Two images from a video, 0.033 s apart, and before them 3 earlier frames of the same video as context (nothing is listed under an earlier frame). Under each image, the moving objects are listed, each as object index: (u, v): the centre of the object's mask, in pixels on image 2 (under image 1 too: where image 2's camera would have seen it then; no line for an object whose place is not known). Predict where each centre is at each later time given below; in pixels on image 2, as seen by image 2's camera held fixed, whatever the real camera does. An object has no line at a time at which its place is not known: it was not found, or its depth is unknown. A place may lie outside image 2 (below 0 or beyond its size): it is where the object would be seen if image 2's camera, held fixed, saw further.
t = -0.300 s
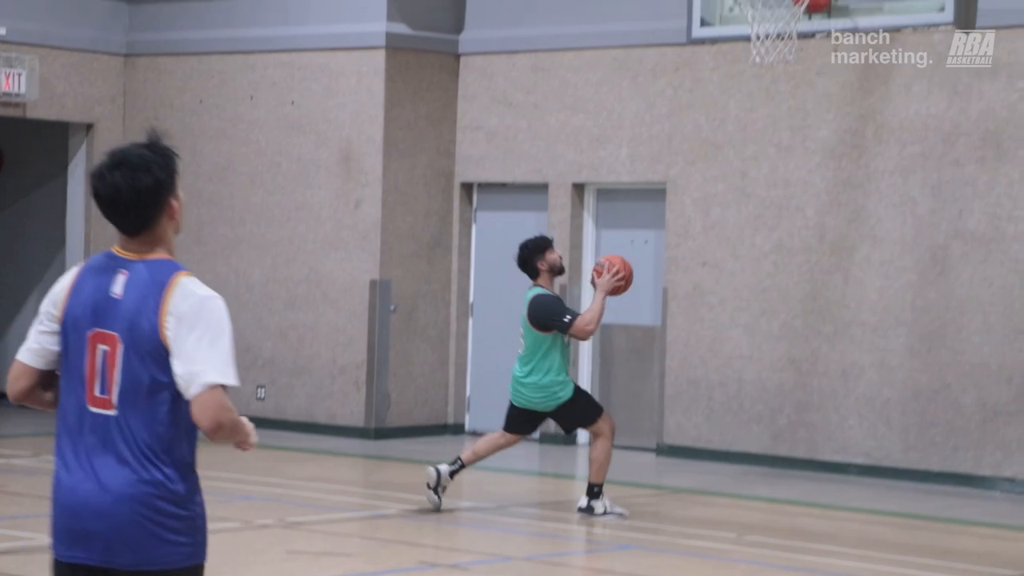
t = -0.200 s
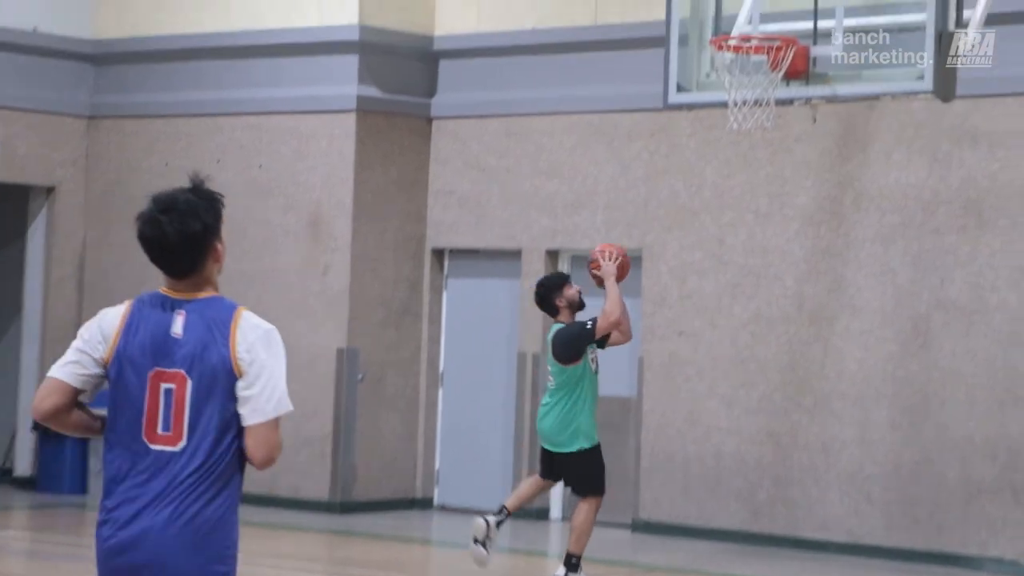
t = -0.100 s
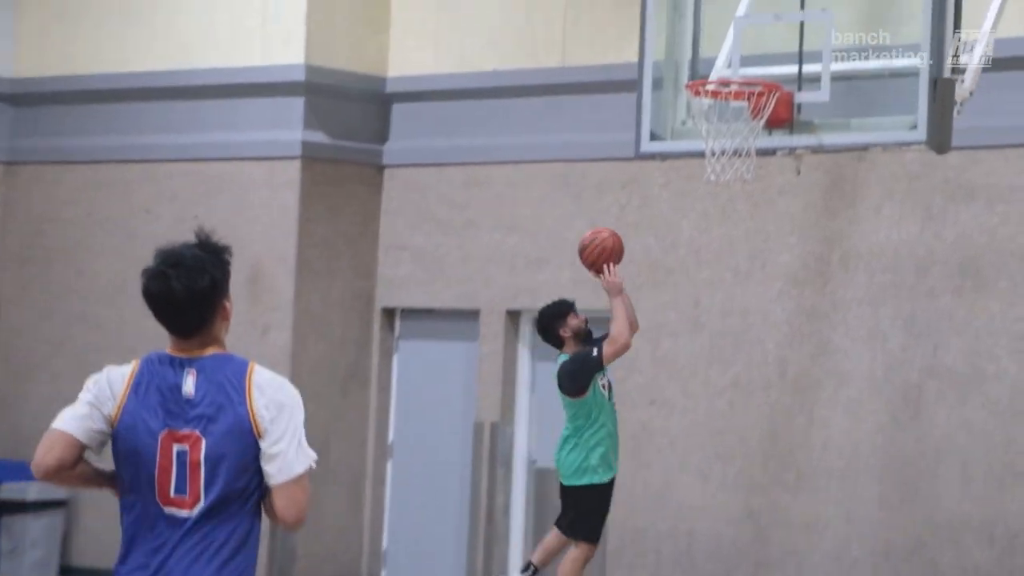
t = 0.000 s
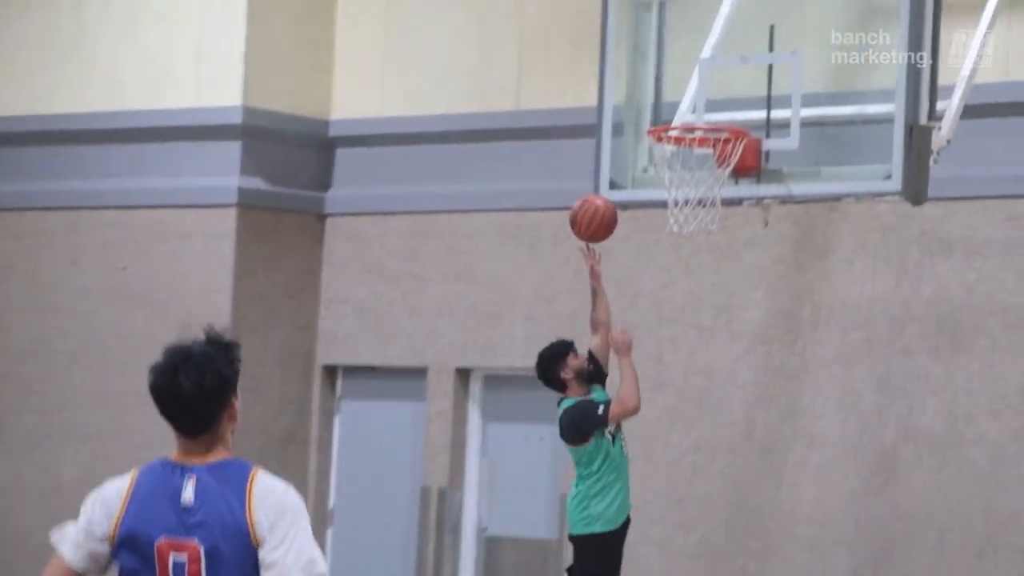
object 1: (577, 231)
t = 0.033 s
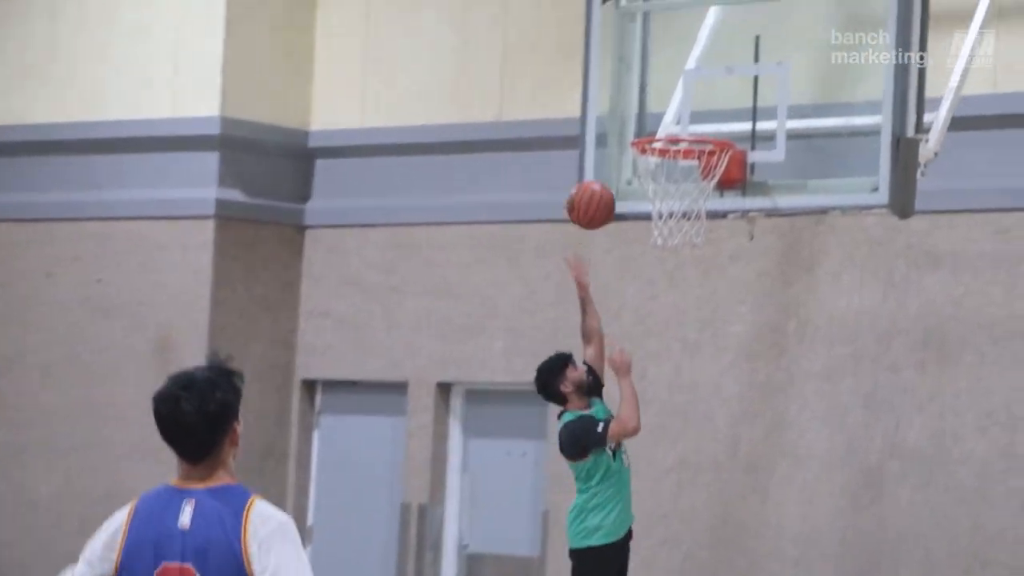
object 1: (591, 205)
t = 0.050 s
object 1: (597, 192)
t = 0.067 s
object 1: (605, 180)
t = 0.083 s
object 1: (612, 169)
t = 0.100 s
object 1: (616, 158)
